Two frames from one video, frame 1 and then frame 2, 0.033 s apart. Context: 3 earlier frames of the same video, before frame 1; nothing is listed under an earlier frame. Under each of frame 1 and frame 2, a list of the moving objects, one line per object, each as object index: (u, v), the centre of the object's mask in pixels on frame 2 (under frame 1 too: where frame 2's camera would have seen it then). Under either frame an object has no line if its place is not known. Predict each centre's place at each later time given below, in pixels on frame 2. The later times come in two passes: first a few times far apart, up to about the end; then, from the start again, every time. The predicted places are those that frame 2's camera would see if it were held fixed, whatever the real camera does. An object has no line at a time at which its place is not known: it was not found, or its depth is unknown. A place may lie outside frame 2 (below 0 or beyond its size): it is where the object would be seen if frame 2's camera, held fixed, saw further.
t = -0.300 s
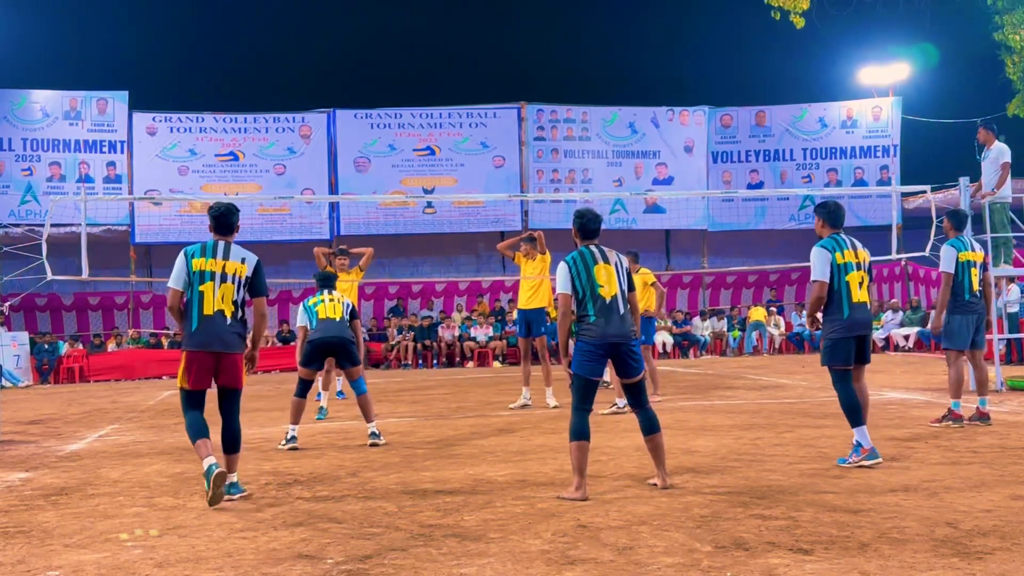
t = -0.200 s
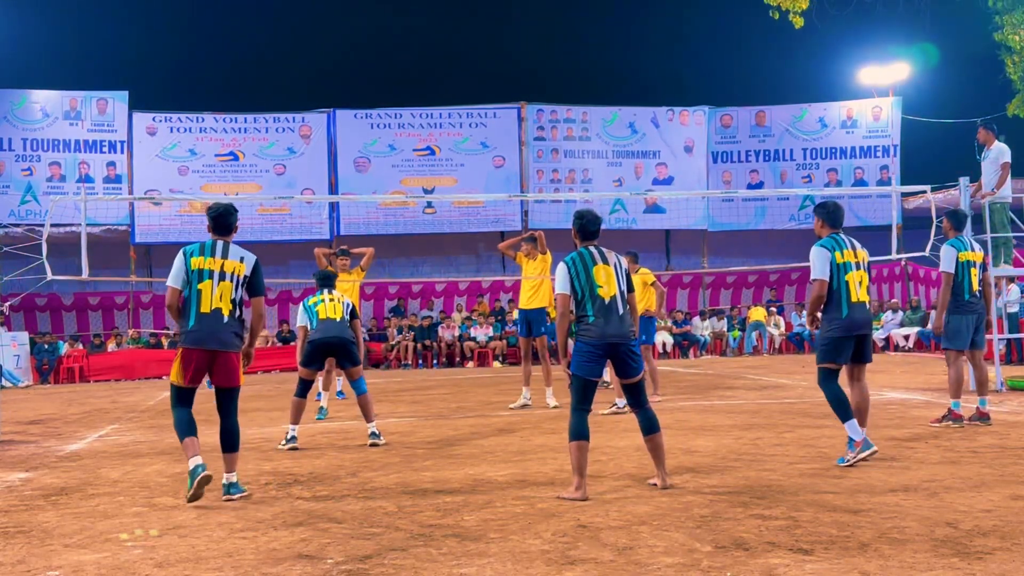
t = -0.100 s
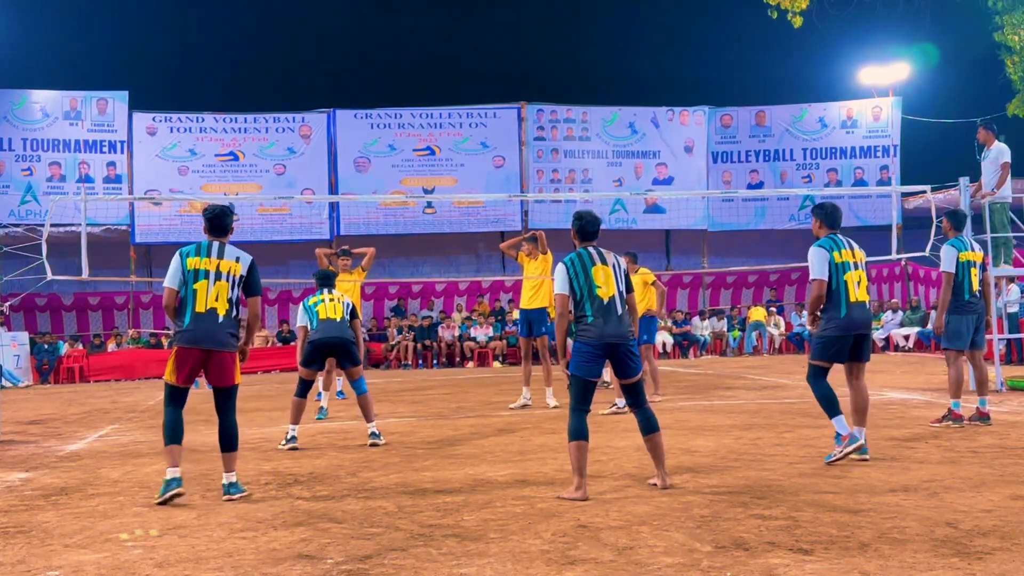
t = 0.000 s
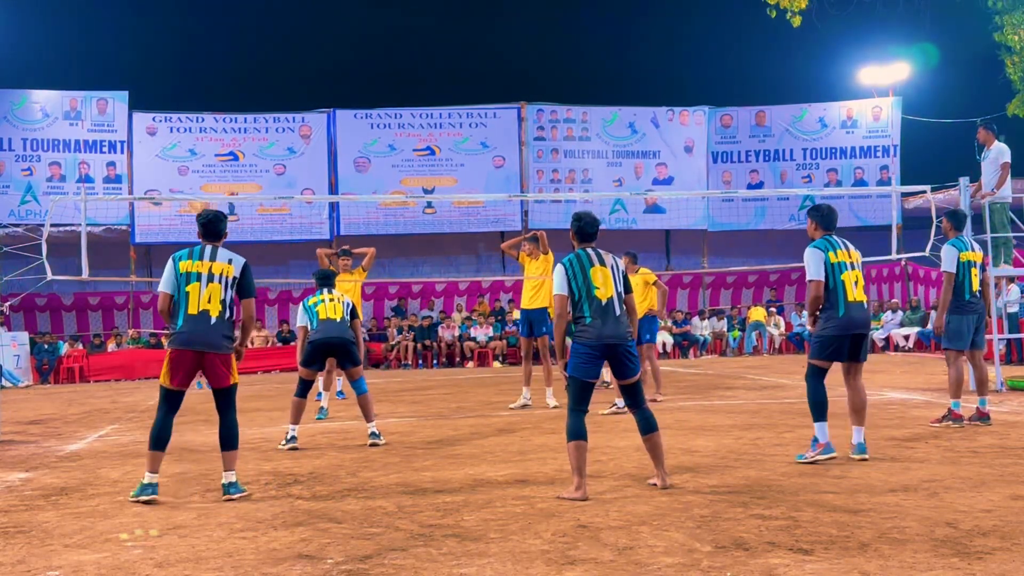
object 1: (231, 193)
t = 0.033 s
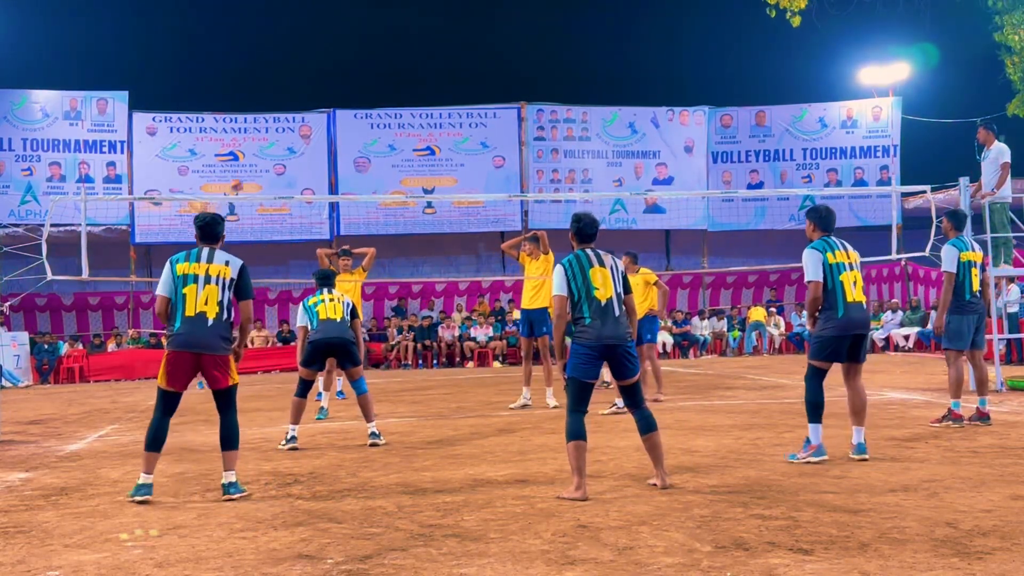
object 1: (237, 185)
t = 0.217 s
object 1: (281, 128)
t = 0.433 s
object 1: (353, 79)
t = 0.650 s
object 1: (453, 62)
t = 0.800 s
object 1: (545, 77)
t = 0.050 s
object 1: (240, 180)
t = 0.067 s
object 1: (244, 174)
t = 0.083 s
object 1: (248, 169)
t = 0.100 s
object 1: (252, 163)
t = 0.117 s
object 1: (255, 158)
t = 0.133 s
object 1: (259, 153)
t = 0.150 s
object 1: (263, 148)
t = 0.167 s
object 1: (268, 142)
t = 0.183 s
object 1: (272, 138)
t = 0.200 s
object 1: (277, 132)
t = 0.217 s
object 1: (281, 128)
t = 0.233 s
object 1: (286, 123)
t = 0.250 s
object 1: (291, 118)
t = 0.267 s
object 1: (296, 114)
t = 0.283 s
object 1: (301, 110)
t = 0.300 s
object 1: (306, 105)
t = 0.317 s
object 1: (311, 102)
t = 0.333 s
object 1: (316, 98)
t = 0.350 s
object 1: (322, 95)
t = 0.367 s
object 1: (328, 91)
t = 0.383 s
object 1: (334, 88)
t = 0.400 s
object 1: (340, 85)
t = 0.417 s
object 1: (346, 82)
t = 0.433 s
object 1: (353, 79)
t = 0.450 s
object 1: (359, 77)
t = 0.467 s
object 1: (366, 74)
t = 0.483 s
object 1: (373, 72)
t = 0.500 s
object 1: (380, 70)
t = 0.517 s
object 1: (387, 68)
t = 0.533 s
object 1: (395, 67)
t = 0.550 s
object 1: (403, 65)
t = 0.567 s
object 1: (410, 64)
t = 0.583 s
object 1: (418, 63)
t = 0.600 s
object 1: (427, 62)
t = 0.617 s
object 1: (435, 62)
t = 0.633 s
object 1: (444, 62)
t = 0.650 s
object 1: (453, 62)
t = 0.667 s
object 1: (462, 62)
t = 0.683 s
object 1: (472, 63)
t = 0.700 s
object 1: (482, 64)
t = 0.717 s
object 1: (491, 65)
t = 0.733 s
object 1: (501, 67)
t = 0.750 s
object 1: (512, 69)
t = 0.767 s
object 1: (523, 71)
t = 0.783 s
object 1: (534, 74)
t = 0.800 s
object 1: (545, 77)
